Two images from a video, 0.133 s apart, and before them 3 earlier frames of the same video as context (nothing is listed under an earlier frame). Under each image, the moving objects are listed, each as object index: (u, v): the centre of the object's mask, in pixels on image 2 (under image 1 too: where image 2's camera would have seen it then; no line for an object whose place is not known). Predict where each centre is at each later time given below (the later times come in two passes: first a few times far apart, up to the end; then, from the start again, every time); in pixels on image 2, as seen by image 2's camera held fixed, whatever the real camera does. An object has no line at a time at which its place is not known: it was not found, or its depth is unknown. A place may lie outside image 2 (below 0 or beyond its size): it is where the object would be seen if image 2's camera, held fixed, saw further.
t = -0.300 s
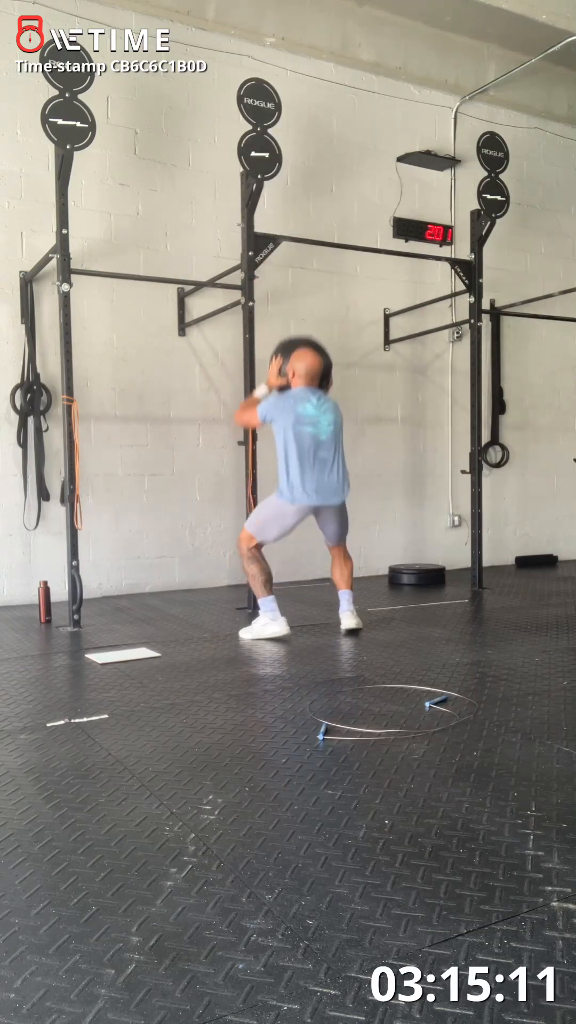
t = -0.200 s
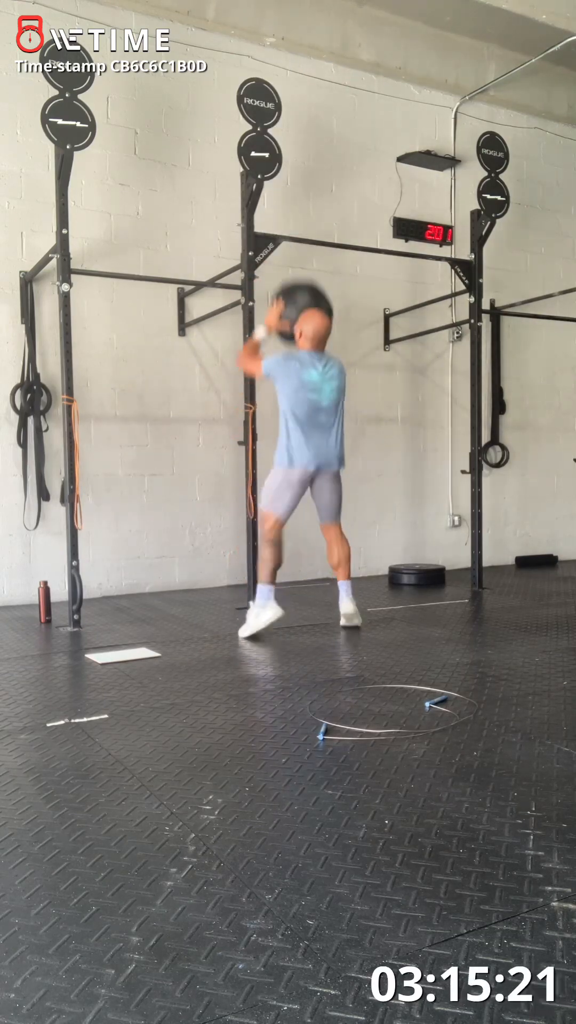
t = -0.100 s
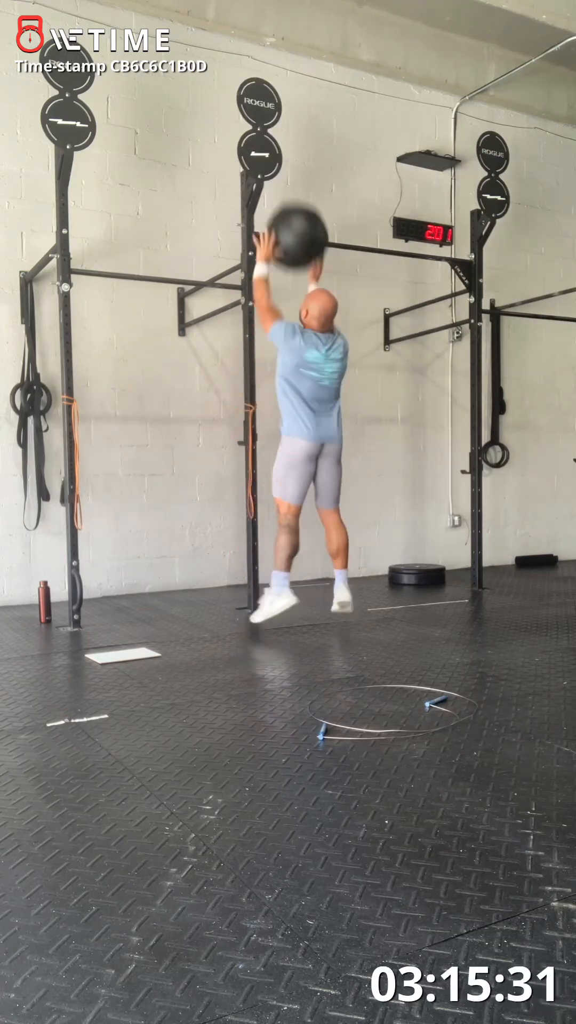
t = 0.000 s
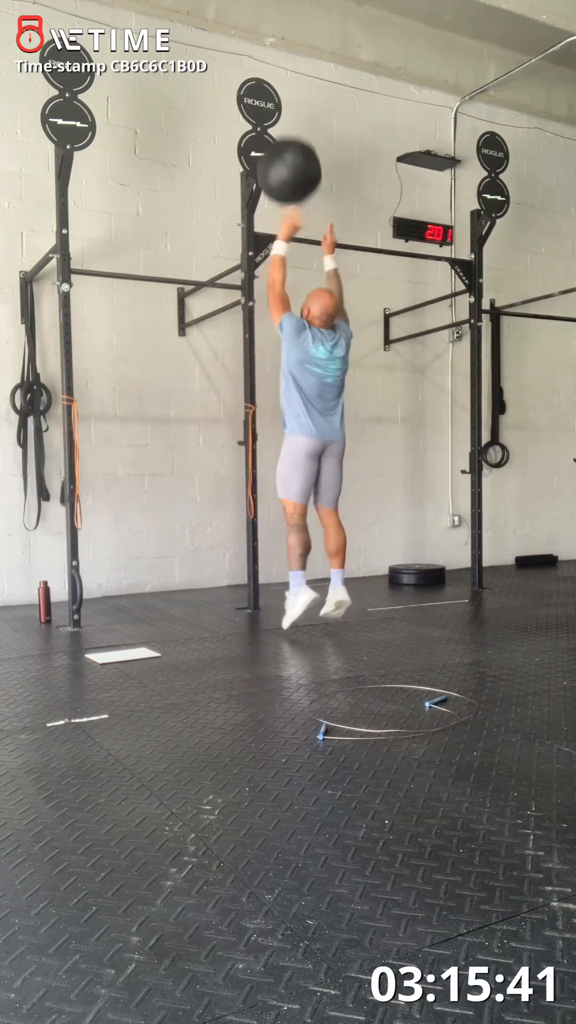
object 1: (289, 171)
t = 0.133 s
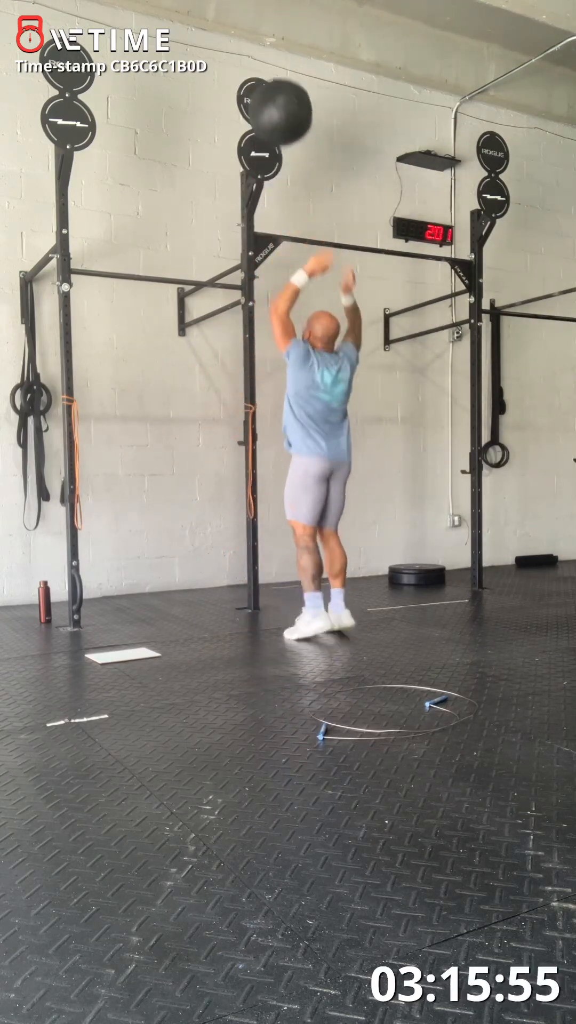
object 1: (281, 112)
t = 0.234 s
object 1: (274, 90)
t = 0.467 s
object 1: (270, 95)
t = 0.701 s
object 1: (280, 181)
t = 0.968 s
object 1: (289, 398)
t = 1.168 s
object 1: (304, 602)
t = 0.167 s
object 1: (278, 103)
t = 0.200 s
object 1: (276, 95)
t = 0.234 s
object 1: (274, 90)
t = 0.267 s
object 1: (272, 87)
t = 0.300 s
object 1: (270, 86)
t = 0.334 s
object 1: (268, 86)
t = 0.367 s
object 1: (267, 87)
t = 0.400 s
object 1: (268, 88)
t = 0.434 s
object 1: (269, 91)
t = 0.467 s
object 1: (270, 95)
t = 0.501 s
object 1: (271, 101)
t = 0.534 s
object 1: (273, 109)
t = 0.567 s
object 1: (275, 119)
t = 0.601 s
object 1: (276, 133)
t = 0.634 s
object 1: (276, 147)
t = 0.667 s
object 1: (278, 161)
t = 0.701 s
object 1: (280, 181)
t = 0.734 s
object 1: (281, 200)
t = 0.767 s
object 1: (283, 223)
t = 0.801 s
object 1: (284, 247)
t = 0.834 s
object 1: (286, 274)
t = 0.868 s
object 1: (288, 302)
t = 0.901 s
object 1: (288, 332)
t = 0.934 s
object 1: (289, 364)
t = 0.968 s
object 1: (289, 398)
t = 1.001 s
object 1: (285, 428)
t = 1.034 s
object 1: (296, 473)
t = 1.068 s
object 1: (297, 511)
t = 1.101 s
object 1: (299, 554)
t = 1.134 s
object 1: (302, 599)
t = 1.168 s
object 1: (304, 602)
